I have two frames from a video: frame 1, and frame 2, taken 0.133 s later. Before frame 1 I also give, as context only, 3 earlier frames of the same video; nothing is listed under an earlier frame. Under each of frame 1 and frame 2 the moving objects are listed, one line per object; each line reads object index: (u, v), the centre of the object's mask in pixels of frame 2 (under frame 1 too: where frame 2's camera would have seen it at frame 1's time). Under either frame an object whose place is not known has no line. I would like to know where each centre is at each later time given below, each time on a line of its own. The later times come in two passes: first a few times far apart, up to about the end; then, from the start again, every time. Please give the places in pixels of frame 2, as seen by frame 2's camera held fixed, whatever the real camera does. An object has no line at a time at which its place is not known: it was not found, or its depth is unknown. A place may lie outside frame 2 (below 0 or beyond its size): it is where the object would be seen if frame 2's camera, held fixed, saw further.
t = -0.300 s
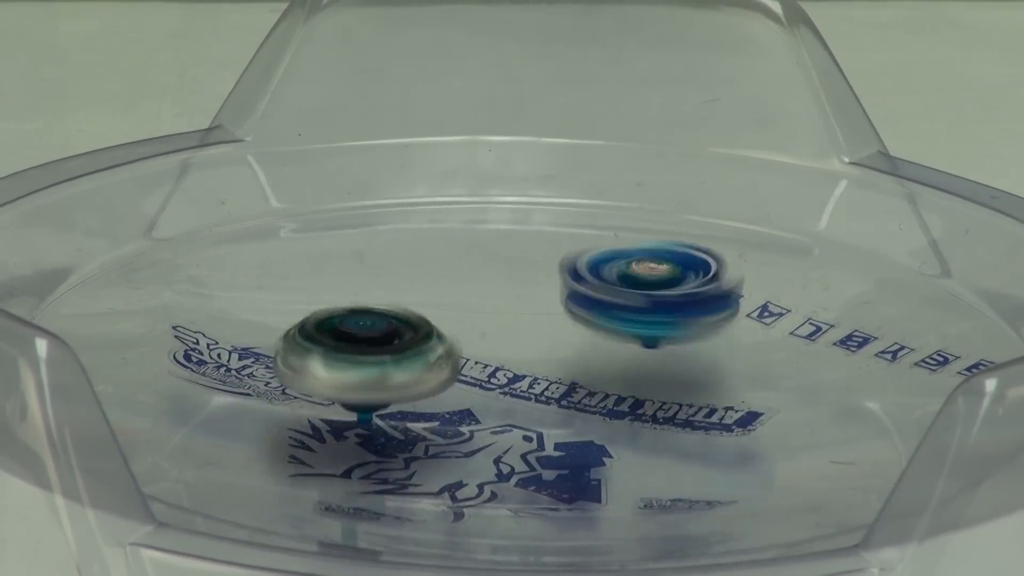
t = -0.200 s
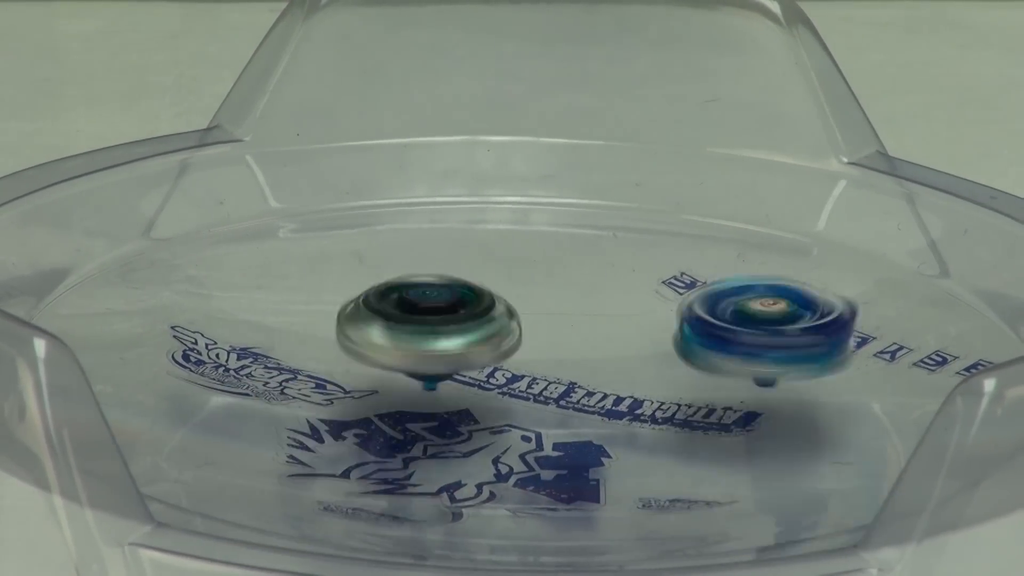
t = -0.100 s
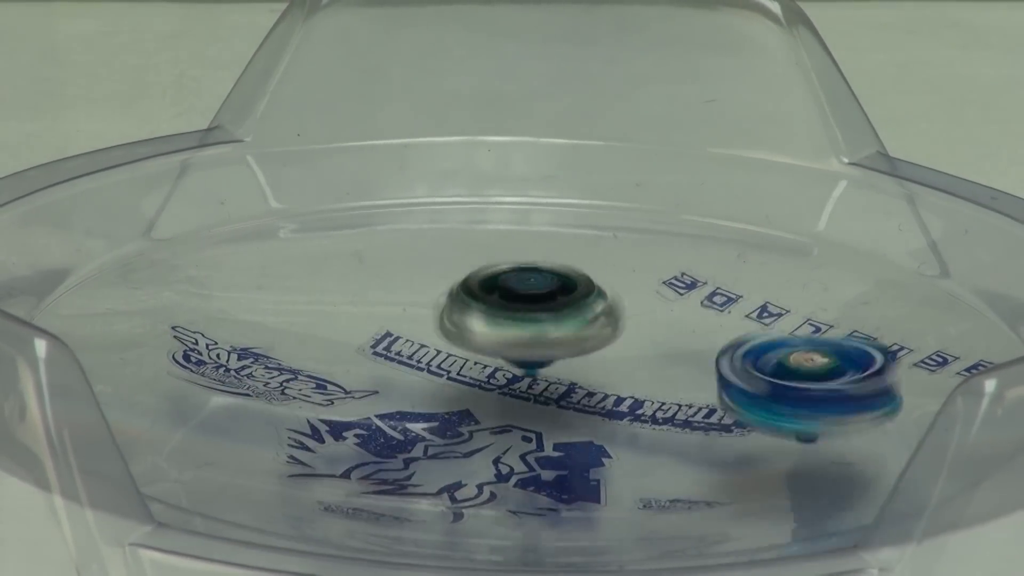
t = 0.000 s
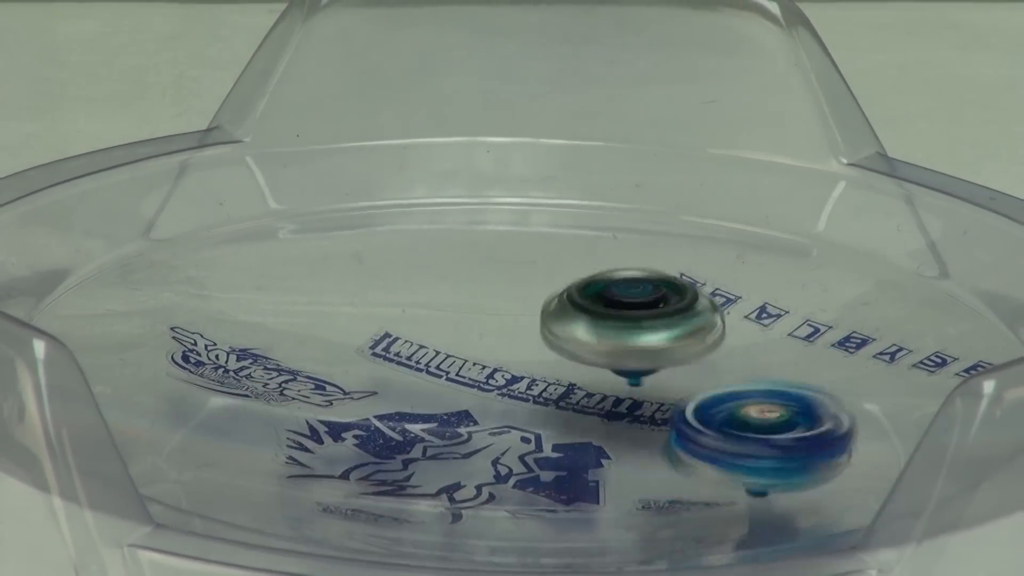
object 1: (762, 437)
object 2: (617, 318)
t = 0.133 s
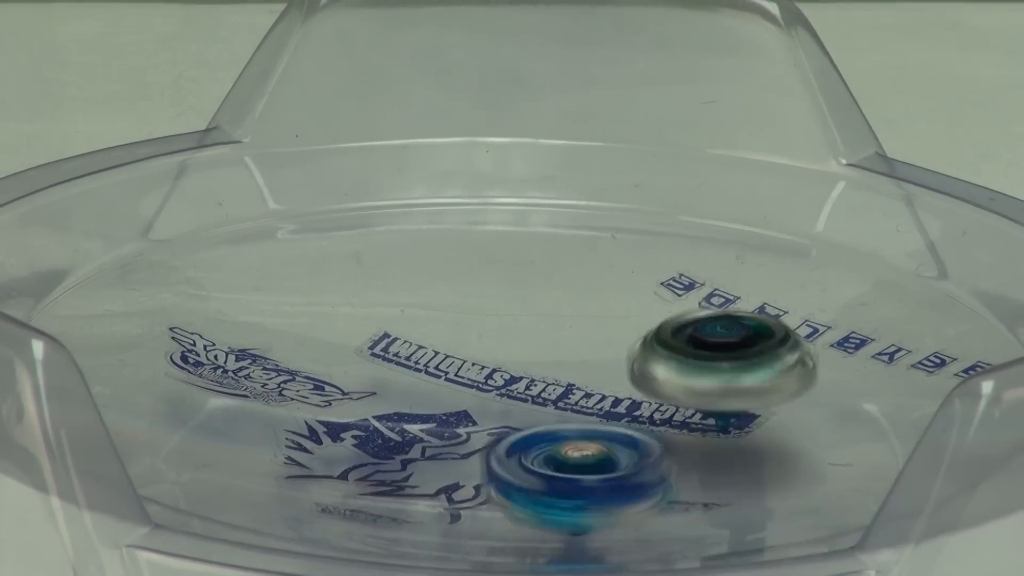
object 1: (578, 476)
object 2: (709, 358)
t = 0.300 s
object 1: (330, 443)
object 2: (663, 419)
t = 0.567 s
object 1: (337, 312)
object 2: (391, 422)
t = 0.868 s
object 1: (738, 328)
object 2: (389, 319)
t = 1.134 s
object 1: (702, 458)
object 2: (650, 341)
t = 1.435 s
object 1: (295, 419)
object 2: (589, 439)
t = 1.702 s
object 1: (399, 300)
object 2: (343, 404)
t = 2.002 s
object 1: (772, 351)
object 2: (481, 321)
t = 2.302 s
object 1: (585, 473)
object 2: (708, 379)
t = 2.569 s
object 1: (276, 396)
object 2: (529, 443)
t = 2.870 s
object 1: (507, 292)
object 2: (346, 359)
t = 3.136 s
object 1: (781, 374)
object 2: (550, 312)
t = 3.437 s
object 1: (516, 473)
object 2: (675, 405)
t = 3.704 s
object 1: (279, 374)
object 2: (430, 434)
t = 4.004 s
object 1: (572, 299)
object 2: (361, 340)
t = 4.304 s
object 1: (774, 415)
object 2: (643, 344)
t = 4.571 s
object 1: (454, 464)
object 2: (647, 427)
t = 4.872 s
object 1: (310, 335)
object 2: (375, 412)
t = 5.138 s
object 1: (630, 307)
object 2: (436, 332)
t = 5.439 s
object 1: (740, 435)
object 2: (680, 350)
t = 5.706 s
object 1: (397, 453)
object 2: (584, 433)
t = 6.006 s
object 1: (312, 303)
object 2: (383, 399)
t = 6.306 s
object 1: (646, 265)
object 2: (568, 385)
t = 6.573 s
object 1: (782, 393)
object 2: (566, 430)
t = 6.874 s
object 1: (490, 477)
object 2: (478, 372)
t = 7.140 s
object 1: (229, 393)
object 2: (644, 358)
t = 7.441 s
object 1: (456, 311)
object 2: (528, 411)
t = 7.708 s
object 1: (764, 357)
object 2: (414, 348)
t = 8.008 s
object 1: (676, 468)
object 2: (584, 362)
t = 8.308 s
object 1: (210, 443)
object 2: (598, 299)
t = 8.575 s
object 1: (137, 397)
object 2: (724, 277)
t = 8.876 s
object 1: (415, 336)
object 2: (595, 390)
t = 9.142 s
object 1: (644, 292)
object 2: (389, 412)
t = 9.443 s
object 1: (804, 353)
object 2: (248, 371)
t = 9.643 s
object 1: (668, 424)
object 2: (409, 377)
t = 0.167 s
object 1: (525, 476)
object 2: (716, 371)
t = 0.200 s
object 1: (469, 473)
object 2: (714, 384)
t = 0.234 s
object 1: (419, 465)
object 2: (703, 397)
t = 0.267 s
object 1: (369, 456)
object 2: (686, 409)
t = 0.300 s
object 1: (330, 443)
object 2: (663, 419)
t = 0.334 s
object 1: (300, 427)
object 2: (638, 429)
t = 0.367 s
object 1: (275, 410)
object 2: (606, 437)
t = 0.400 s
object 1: (262, 391)
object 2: (569, 441)
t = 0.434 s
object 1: (257, 372)
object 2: (528, 442)
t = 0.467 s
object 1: (264, 355)
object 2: (489, 440)
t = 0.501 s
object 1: (283, 340)
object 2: (457, 438)
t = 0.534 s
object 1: (306, 324)
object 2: (427, 431)
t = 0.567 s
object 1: (337, 312)
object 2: (391, 422)
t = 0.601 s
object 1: (374, 301)
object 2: (361, 411)
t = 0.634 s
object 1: (415, 294)
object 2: (336, 398)
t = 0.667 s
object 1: (465, 290)
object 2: (326, 387)
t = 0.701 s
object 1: (517, 288)
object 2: (322, 374)
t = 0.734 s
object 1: (567, 289)
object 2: (323, 361)
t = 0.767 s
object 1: (617, 294)
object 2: (328, 348)
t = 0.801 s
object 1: (660, 302)
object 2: (341, 336)
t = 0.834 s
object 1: (703, 313)
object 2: (363, 327)
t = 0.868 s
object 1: (738, 328)
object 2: (389, 319)
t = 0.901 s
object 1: (766, 343)
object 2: (420, 314)
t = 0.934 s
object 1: (787, 360)
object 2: (461, 314)
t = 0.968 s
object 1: (796, 377)
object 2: (490, 310)
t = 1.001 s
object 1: (798, 395)
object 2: (524, 311)
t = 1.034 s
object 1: (788, 414)
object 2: (568, 319)
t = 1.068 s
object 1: (770, 430)
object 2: (595, 323)
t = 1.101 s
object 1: (739, 447)
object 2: (626, 332)
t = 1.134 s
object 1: (702, 458)
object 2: (650, 341)
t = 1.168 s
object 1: (655, 467)
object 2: (668, 352)
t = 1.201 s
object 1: (607, 474)
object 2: (681, 365)
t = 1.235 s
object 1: (554, 475)
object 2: (687, 378)
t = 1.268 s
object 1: (501, 475)
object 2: (688, 390)
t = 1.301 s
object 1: (448, 470)
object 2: (682, 402)
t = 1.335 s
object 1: (400, 462)
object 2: (666, 414)
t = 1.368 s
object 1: (358, 449)
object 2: (646, 423)
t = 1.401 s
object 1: (320, 437)
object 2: (617, 432)
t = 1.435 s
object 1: (295, 419)
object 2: (589, 439)
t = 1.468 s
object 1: (277, 402)
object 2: (557, 444)
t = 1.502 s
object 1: (266, 385)
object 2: (519, 444)
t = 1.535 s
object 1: (267, 368)
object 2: (480, 442)
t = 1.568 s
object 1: (279, 351)
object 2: (448, 440)
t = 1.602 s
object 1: (298, 336)
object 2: (416, 434)
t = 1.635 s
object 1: (326, 322)
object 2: (384, 425)
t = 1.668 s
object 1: (360, 310)
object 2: (359, 414)
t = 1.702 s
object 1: (399, 300)
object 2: (343, 404)
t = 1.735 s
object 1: (444, 294)
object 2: (333, 392)
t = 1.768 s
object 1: (492, 292)
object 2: (329, 378)
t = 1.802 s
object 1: (540, 292)
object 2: (338, 369)
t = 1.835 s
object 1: (586, 295)
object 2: (347, 356)
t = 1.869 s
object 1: (635, 300)
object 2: (364, 345)
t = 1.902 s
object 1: (677, 310)
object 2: (386, 335)
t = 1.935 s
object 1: (715, 321)
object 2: (423, 332)
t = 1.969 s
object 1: (750, 335)
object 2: (455, 328)
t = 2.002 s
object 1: (772, 351)
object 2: (481, 321)
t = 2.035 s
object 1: (788, 366)
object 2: (515, 319)
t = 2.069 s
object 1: (795, 386)
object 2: (552, 321)
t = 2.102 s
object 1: (791, 403)
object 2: (586, 324)
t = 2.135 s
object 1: (778, 419)
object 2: (617, 330)
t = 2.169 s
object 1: (754, 435)
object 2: (645, 337)
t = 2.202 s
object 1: (722, 449)
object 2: (670, 344)
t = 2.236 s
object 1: (683, 460)
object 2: (689, 356)
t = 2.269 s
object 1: (635, 469)
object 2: (703, 366)
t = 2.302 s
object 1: (585, 473)
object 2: (708, 379)
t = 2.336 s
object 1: (532, 473)
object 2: (707, 390)
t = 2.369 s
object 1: (483, 473)
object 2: (700, 402)
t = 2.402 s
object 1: (430, 466)
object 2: (681, 414)
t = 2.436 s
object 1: (385, 455)
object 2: (658, 422)
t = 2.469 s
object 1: (348, 444)
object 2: (632, 432)
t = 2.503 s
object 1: (316, 429)
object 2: (600, 439)
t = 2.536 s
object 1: (291, 413)
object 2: (563, 441)
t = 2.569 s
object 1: (276, 396)
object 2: (529, 443)
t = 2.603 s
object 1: (274, 377)
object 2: (492, 440)
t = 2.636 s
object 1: (276, 362)
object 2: (456, 436)
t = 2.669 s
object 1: (289, 346)
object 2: (425, 429)
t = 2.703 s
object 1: (312, 330)
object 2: (398, 421)
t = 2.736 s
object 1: (339, 317)
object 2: (375, 410)
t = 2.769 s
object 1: (375, 305)
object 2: (357, 397)
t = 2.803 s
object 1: (417, 298)
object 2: (348, 386)
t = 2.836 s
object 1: (460, 294)
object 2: (343, 372)
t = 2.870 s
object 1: (507, 292)
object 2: (346, 359)
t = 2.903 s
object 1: (553, 293)
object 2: (363, 350)
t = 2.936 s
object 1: (600, 297)
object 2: (378, 340)
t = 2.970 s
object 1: (646, 305)
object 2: (394, 327)
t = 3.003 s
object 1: (684, 315)
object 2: (421, 320)
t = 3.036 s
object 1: (719, 325)
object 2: (451, 315)
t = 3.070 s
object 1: (751, 341)
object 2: (490, 315)
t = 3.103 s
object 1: (771, 358)
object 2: (517, 310)
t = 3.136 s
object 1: (781, 374)
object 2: (550, 312)
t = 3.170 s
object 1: (785, 392)
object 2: (582, 316)
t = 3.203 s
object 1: (781, 407)
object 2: (615, 323)
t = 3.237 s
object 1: (763, 425)
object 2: (647, 336)
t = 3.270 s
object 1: (739, 440)
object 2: (662, 343)
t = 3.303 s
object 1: (706, 452)
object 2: (680, 353)
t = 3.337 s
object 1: (663, 463)
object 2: (689, 365)
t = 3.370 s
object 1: (618, 469)
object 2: (691, 376)
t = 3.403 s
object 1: (568, 473)
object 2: (688, 389)
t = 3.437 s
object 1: (516, 473)
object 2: (675, 405)
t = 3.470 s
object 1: (467, 470)
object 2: (656, 415)
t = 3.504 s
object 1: (418, 462)
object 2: (630, 423)
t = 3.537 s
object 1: (378, 451)
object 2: (605, 432)
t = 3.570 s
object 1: (341, 440)
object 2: (574, 438)
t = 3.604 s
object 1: (313, 426)
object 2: (536, 440)
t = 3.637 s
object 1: (290, 409)
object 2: (515, 445)
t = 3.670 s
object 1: (279, 392)
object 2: (467, 440)
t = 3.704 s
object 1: (279, 374)
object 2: (430, 434)
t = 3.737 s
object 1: (284, 359)
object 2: (404, 428)
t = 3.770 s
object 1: (297, 342)
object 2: (373, 419)
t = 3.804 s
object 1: (321, 325)
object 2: (353, 408)
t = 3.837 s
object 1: (355, 313)
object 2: (339, 397)
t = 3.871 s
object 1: (395, 305)
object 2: (326, 383)
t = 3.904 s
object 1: (436, 300)
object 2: (328, 371)
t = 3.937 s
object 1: (477, 297)
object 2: (332, 360)
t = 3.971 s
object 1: (524, 296)
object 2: (341, 349)
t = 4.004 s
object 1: (572, 299)
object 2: (361, 340)
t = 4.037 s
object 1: (618, 304)
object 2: (385, 333)
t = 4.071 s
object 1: (657, 312)
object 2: (420, 329)
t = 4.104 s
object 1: (696, 321)
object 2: (452, 325)
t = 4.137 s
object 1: (730, 334)
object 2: (479, 320)
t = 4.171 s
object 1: (757, 350)
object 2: (522, 324)
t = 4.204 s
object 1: (772, 366)
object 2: (547, 324)
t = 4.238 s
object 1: (779, 381)
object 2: (579, 328)
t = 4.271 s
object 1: (782, 398)
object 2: (619, 338)
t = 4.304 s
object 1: (774, 415)
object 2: (643, 344)
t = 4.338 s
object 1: (752, 432)
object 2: (658, 351)
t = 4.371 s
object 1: (724, 444)
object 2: (679, 358)
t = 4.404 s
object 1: (689, 455)
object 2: (688, 368)
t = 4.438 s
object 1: (644, 465)
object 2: (697, 377)
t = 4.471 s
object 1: (598, 472)
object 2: (697, 393)
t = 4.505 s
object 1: (547, 473)
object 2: (685, 403)
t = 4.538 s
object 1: (500, 471)
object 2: (666, 416)
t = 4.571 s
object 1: (454, 464)
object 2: (647, 427)
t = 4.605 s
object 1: (406, 459)
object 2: (618, 434)
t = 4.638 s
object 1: (366, 448)
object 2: (588, 440)
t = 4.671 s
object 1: (333, 435)
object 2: (555, 442)
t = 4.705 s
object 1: (307, 419)
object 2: (532, 447)
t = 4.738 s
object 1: (292, 401)
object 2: (488, 442)
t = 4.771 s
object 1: (288, 384)
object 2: (452, 437)
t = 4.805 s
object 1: (287, 369)
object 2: (425, 432)
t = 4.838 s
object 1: (293, 352)
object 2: (396, 422)
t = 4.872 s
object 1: (310, 335)
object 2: (375, 412)
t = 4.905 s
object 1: (339, 321)
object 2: (363, 402)
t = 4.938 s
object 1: (373, 309)
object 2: (353, 389)
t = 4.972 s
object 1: (414, 301)
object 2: (351, 377)
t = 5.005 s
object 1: (458, 298)
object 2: (355, 366)
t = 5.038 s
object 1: (501, 297)
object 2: (363, 353)
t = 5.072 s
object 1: (542, 298)
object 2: (381, 344)
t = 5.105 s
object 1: (586, 301)
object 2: (402, 336)
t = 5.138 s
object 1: (630, 307)
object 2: (436, 332)
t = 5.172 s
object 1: (673, 317)
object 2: (458, 324)
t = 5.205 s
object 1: (706, 327)
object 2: (490, 320)
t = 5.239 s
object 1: (736, 340)
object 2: (519, 318)
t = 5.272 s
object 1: (758, 354)
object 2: (550, 317)
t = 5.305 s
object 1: (773, 371)
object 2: (592, 326)
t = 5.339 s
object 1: (779, 389)
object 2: (612, 328)
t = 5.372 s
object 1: (776, 404)
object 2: (644, 337)
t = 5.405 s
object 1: (763, 421)
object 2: (666, 343)
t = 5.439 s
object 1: (740, 435)
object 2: (680, 350)
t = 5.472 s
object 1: (712, 448)
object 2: (689, 360)
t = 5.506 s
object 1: (672, 459)
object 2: (696, 370)
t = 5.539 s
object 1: (630, 466)
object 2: (698, 382)
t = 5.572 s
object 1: (582, 472)
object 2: (685, 394)
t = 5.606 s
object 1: (533, 472)
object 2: (669, 406)
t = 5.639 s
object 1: (487, 469)
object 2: (645, 418)
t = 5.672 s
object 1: (441, 463)
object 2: (612, 426)
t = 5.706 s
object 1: (397, 453)
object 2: (584, 433)
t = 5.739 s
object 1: (358, 446)
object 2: (560, 440)
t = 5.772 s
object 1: (330, 429)
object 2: (527, 442)
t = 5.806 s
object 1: (305, 414)
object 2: (480, 437)
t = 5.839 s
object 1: (286, 397)
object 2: (453, 432)
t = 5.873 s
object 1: (275, 380)
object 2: (425, 424)
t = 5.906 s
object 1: (276, 363)
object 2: (410, 420)
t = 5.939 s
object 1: (282, 345)
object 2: (381, 408)
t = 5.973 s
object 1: (300, 325)
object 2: (373, 400)
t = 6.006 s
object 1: (312, 303)
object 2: (383, 399)
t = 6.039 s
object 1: (331, 283)
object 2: (389, 393)
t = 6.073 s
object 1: (360, 270)
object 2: (401, 389)
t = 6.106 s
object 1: (395, 260)
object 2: (417, 383)
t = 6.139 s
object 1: (434, 253)
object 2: (437, 379)
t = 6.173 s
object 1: (476, 250)
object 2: (464, 377)
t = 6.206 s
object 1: (519, 249)
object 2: (489, 378)
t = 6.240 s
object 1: (564, 251)
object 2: (517, 378)
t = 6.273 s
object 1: (606, 257)
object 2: (543, 381)
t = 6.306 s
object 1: (646, 265)
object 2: (568, 385)
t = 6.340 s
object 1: (682, 276)
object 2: (587, 390)
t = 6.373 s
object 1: (715, 289)
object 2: (605, 397)
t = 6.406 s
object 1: (742, 305)
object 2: (612, 403)
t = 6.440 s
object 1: (763, 322)
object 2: (617, 410)
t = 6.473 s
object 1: (778, 339)
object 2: (610, 416)
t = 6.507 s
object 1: (786, 357)
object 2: (603, 422)
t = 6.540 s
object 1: (788, 375)
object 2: (583, 427)
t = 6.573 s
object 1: (782, 393)
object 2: (566, 430)
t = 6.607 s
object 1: (771, 409)
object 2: (546, 430)
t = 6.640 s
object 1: (753, 426)
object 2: (522, 428)
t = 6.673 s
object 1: (729, 440)
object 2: (504, 424)
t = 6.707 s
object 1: (699, 451)
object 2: (484, 418)
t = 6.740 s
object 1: (662, 462)
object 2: (471, 411)
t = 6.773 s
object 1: (625, 470)
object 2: (471, 405)
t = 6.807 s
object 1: (581, 474)
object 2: (470, 394)
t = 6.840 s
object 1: (537, 477)
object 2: (471, 382)
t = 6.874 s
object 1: (490, 477)
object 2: (478, 372)
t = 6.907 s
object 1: (445, 472)
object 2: (495, 368)
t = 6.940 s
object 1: (399, 467)
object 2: (514, 360)
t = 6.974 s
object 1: (357, 459)
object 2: (534, 354)
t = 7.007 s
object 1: (317, 449)
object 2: (562, 352)
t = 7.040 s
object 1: (286, 437)
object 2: (582, 350)
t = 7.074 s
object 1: (259, 423)
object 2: (605, 351)
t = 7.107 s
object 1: (239, 408)
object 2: (628, 353)
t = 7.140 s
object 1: (229, 393)
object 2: (644, 358)
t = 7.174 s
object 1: (228, 378)
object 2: (659, 365)
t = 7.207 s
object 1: (234, 364)
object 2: (660, 373)
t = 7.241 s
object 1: (250, 352)
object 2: (659, 382)
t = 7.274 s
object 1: (272, 340)
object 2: (651, 390)
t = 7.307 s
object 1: (301, 330)
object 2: (633, 398)
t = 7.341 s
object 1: (335, 323)
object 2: (613, 405)
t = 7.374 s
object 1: (371, 317)
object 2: (594, 413)
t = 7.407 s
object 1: (412, 313)
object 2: (556, 412)
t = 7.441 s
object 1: (456, 311)
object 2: (528, 411)
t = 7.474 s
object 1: (499, 311)
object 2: (496, 408)
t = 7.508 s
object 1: (544, 312)
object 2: (472, 402)
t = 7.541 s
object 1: (587, 317)
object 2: (452, 396)
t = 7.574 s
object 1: (628, 321)
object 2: (431, 387)
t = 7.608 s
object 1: (666, 328)
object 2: (419, 376)
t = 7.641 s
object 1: (702, 337)
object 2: (413, 367)
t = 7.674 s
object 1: (736, 346)
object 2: (410, 356)
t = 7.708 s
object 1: (764, 357)
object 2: (414, 348)
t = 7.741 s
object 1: (785, 369)
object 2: (426, 340)
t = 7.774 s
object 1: (800, 382)
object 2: (441, 333)
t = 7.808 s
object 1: (807, 396)
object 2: (462, 329)
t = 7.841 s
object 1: (808, 409)
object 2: (487, 328)
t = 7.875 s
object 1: (797, 424)
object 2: (510, 330)
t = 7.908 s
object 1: (779, 436)
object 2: (534, 334)
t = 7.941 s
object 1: (754, 448)
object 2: (559, 342)
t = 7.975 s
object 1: (717, 460)
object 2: (574, 352)
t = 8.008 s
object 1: (676, 468)
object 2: (584, 362)
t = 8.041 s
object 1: (632, 473)
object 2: (591, 372)
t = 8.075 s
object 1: (584, 476)
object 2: (587, 380)
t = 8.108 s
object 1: (539, 476)
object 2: (583, 387)
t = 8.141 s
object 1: (494, 472)
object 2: (577, 396)
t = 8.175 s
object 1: (449, 465)
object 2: (558, 401)
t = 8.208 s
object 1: (368, 472)
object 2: (562, 380)
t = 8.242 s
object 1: (299, 472)
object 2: (575, 349)
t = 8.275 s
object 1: (237, 461)
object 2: (586, 322)
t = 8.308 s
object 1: (210, 443)
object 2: (598, 299)
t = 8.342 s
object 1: (172, 450)
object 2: (610, 280)
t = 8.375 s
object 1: (160, 442)
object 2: (623, 269)
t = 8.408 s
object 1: (140, 433)
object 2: (638, 263)
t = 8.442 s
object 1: (132, 423)
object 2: (653, 260)
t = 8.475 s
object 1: (123, 421)
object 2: (672, 260)
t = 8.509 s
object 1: (125, 414)
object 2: (692, 262)
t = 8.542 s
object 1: (134, 403)
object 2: (711, 268)
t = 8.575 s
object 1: (137, 397)
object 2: (724, 277)
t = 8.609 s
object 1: (164, 388)
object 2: (743, 295)
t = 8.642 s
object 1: (174, 383)
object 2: (733, 305)
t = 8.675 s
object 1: (201, 377)
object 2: (736, 326)
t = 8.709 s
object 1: (230, 370)
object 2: (707, 337)
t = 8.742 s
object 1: (268, 362)
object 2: (687, 350)
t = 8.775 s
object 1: (303, 356)
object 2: (665, 362)
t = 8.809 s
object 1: (343, 349)
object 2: (643, 373)
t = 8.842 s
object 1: (376, 343)
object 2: (619, 383)
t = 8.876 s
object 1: (415, 336)
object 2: (595, 390)
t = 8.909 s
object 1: (446, 330)
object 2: (578, 402)
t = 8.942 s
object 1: (480, 321)
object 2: (544, 403)
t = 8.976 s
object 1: (507, 314)
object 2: (517, 407)
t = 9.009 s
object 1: (537, 311)
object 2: (491, 409)
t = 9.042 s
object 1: (561, 306)
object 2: (466, 412)
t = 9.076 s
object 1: (590, 300)
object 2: (441, 415)
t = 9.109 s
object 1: (616, 296)
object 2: (417, 416)
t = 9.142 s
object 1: (644, 292)
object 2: (389, 412)
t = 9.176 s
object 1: (672, 289)
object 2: (366, 411)
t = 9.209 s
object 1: (701, 288)
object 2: (342, 410)
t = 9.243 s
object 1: (729, 289)
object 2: (321, 407)
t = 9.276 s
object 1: (754, 293)
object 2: (300, 403)
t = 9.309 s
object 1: (779, 300)
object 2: (281, 400)
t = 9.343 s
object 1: (795, 310)
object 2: (265, 393)
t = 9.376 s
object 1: (807, 323)
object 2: (254, 387)
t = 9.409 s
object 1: (808, 337)
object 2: (246, 380)
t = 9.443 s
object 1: (804, 353)
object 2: (248, 371)
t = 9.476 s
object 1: (790, 367)
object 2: (262, 368)
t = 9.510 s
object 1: (773, 382)
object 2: (283, 365)
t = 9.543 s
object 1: (751, 395)
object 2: (309, 366)
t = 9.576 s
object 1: (726, 406)
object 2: (339, 367)
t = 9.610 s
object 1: (698, 415)
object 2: (371, 369)
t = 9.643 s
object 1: (668, 424)
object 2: (409, 377)
